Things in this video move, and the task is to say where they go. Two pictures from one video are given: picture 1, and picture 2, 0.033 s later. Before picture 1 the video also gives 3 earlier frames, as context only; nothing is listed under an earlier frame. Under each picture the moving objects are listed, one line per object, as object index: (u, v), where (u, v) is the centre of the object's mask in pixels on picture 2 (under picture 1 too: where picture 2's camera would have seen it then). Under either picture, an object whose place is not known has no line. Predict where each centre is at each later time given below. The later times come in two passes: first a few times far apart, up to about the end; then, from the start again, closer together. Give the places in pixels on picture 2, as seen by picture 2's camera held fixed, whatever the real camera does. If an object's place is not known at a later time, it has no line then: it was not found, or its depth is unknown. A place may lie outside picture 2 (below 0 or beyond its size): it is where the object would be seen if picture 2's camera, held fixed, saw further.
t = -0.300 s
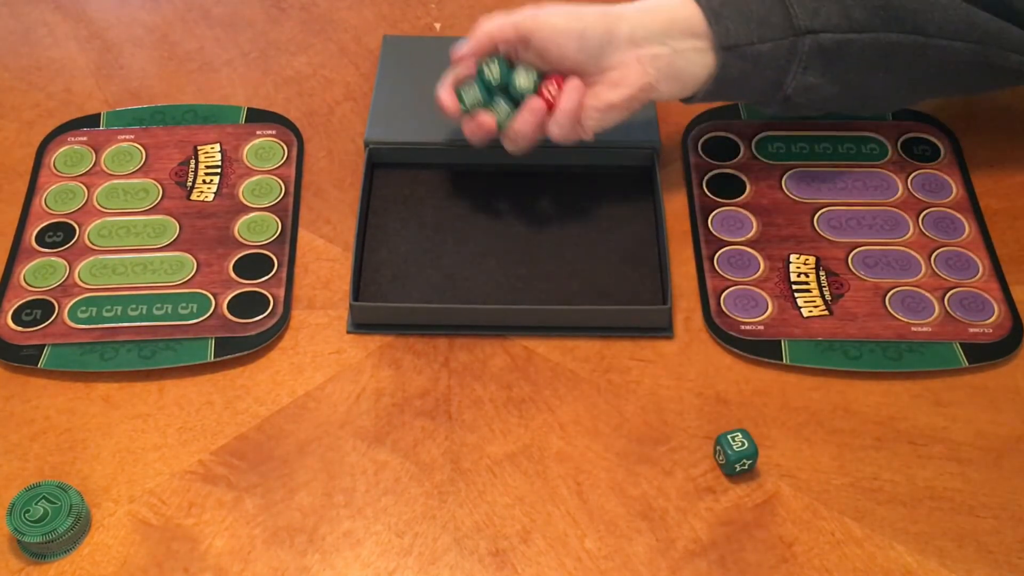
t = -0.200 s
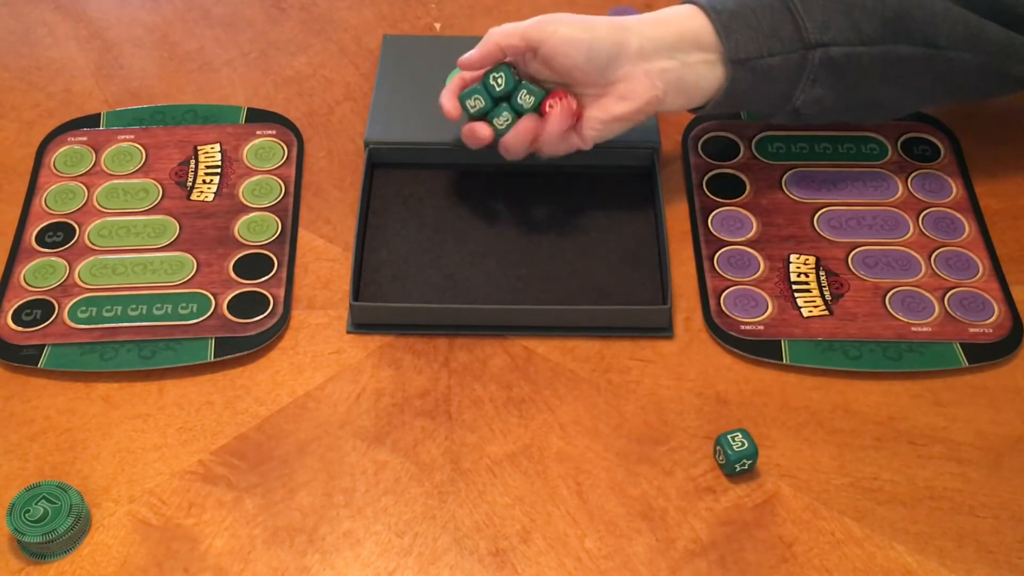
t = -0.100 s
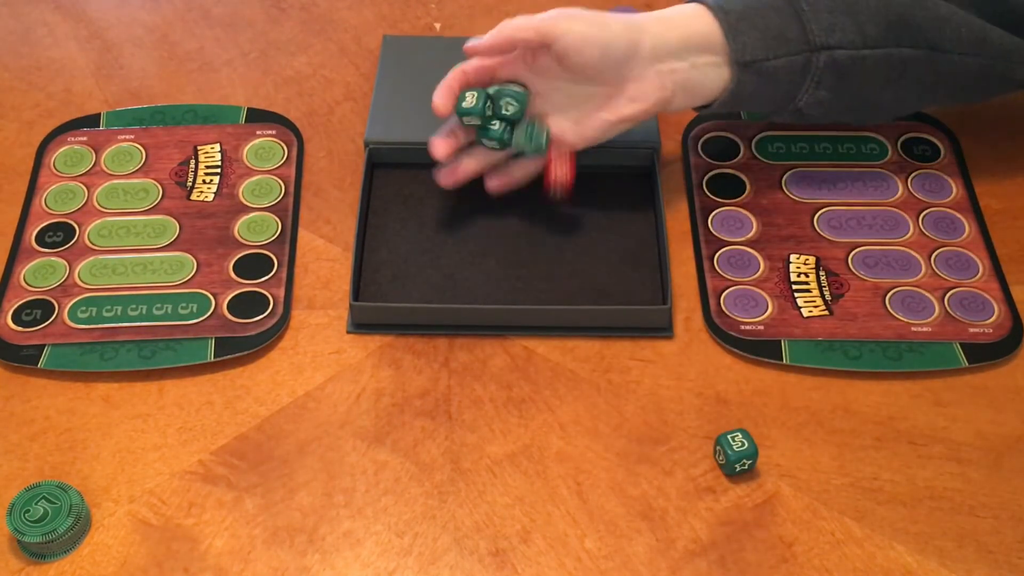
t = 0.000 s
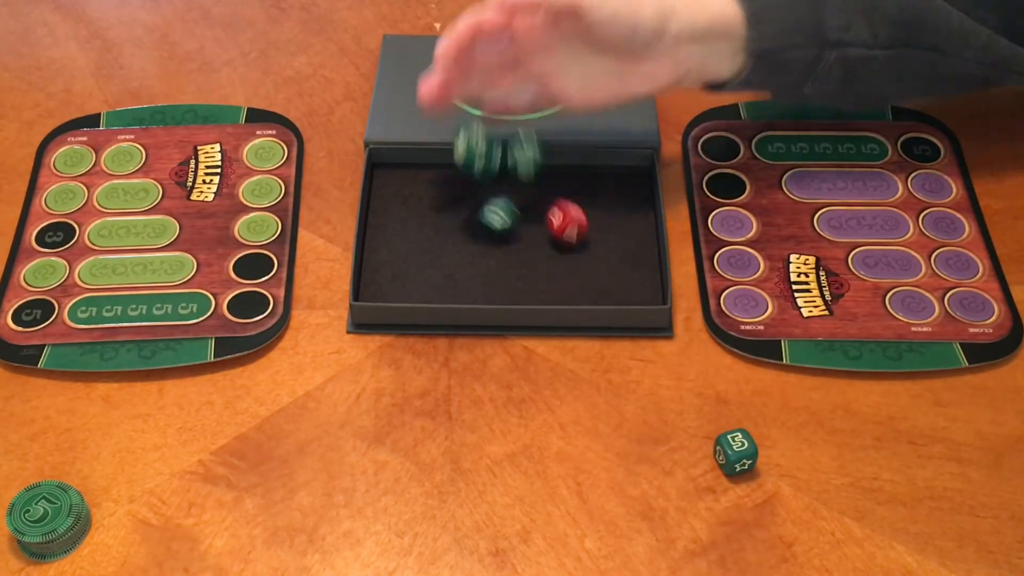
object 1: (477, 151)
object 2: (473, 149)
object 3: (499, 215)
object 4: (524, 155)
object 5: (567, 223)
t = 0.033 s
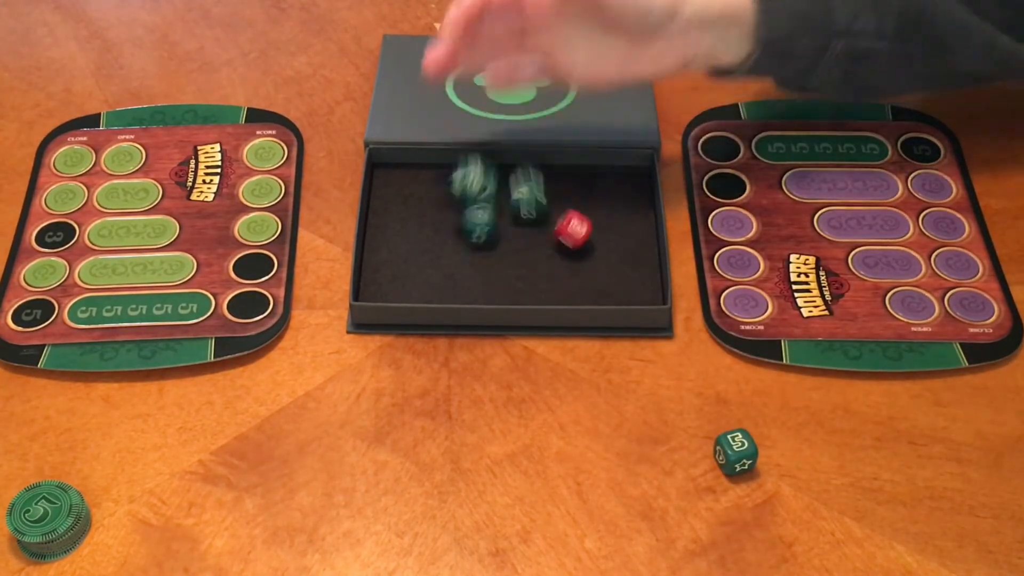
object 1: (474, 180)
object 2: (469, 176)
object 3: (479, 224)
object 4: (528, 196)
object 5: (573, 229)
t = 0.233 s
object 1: (383, 209)
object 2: (478, 168)
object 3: (504, 278)
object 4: (564, 274)
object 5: (619, 270)
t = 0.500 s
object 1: (394, 205)
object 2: (469, 173)
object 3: (503, 285)
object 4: (603, 292)
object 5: (635, 275)
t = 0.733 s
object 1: (395, 205)
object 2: (469, 172)
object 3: (503, 285)
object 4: (587, 290)
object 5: (634, 275)
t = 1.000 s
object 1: (395, 205)
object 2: (469, 172)
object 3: (503, 285)
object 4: (586, 290)
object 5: (634, 275)
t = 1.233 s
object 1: (395, 205)
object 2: (468, 172)
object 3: (503, 285)
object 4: (586, 290)
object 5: (634, 275)
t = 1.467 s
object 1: (394, 205)
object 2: (468, 172)
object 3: (503, 285)
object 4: (586, 290)
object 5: (634, 275)
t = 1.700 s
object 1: (394, 205)
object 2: (468, 172)
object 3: (503, 285)
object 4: (586, 290)
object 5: (634, 275)
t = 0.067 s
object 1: (455, 193)
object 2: (482, 183)
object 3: (479, 232)
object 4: (535, 204)
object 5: (575, 234)
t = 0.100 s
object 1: (433, 205)
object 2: (480, 181)
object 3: (491, 245)
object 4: (543, 218)
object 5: (578, 240)
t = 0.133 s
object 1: (416, 202)
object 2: (480, 187)
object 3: (503, 257)
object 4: (545, 240)
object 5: (586, 248)
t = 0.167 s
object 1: (401, 206)
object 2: (480, 176)
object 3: (510, 264)
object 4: (547, 249)
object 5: (599, 257)
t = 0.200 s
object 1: (385, 210)
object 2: (479, 172)
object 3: (508, 273)
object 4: (558, 263)
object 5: (611, 265)
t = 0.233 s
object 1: (383, 209)
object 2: (478, 168)
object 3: (504, 278)
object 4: (564, 274)
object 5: (619, 270)
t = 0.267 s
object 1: (389, 211)
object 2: (477, 170)
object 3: (502, 282)
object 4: (569, 281)
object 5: (625, 274)
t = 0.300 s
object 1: (392, 211)
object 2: (473, 172)
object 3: (502, 284)
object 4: (577, 286)
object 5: (630, 275)
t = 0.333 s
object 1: (395, 210)
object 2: (470, 174)
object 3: (503, 285)
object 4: (583, 288)
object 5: (633, 275)
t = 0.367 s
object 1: (397, 209)
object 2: (468, 173)
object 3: (503, 285)
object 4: (591, 291)
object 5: (634, 275)
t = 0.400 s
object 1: (398, 207)
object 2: (468, 173)
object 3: (503, 285)
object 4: (598, 293)
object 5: (634, 275)
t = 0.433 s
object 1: (397, 205)
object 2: (468, 172)
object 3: (503, 285)
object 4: (602, 293)
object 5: (634, 275)
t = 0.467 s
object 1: (395, 205)
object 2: (468, 173)
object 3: (503, 285)
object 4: (603, 292)
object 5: (635, 275)
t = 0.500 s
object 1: (394, 205)
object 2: (469, 173)
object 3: (503, 285)
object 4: (603, 292)
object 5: (635, 275)
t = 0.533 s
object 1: (395, 205)
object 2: (469, 172)
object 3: (503, 285)
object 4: (602, 293)
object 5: (635, 275)
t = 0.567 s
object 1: (394, 205)
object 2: (469, 172)
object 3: (503, 285)
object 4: (596, 292)
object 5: (634, 275)
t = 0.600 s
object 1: (395, 205)
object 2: (469, 173)
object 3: (503, 285)
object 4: (591, 291)
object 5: (634, 275)
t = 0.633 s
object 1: (395, 205)
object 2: (469, 173)
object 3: (503, 285)
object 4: (587, 290)
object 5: (634, 275)
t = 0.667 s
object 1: (395, 205)
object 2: (469, 173)
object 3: (503, 285)
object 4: (587, 290)
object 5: (634, 275)
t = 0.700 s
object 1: (395, 205)
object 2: (469, 173)
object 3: (503, 285)
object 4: (587, 290)
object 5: (634, 275)
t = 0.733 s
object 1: (395, 205)
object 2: (469, 172)
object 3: (503, 285)
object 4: (587, 290)
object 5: (634, 275)
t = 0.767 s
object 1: (395, 205)
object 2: (469, 173)
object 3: (503, 285)
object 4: (587, 290)
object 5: (634, 275)
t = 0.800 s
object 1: (395, 205)
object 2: (469, 172)
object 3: (503, 285)
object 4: (587, 290)
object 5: (634, 275)
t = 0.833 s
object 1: (395, 205)
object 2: (469, 172)
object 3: (503, 285)
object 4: (587, 290)
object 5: (634, 275)
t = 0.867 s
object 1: (395, 205)
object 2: (469, 173)
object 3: (503, 285)
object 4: (587, 290)
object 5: (634, 275)
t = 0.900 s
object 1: (395, 205)
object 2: (469, 173)
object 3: (503, 285)
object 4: (587, 290)
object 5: (634, 275)
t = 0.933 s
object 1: (395, 205)
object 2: (469, 173)
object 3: (503, 285)
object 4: (587, 290)
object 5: (634, 275)
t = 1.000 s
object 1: (395, 205)
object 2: (469, 172)
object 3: (503, 285)
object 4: (586, 290)
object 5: (634, 275)
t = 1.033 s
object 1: (395, 205)
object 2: (468, 172)
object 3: (503, 285)
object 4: (586, 290)
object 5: (634, 275)
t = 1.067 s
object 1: (395, 205)
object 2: (468, 172)
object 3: (503, 285)
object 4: (586, 290)
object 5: (634, 275)
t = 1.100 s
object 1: (395, 205)
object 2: (468, 172)
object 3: (503, 285)
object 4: (586, 290)
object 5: (634, 275)
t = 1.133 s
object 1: (395, 205)
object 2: (469, 172)
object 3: (503, 285)
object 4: (586, 290)
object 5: (634, 275)
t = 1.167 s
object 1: (395, 205)
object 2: (468, 172)
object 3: (503, 285)
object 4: (586, 290)
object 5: (634, 275)
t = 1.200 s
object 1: (395, 205)
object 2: (468, 172)
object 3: (503, 285)
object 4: (586, 290)
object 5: (634, 275)
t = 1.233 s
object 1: (395, 205)
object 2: (468, 172)
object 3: (503, 285)
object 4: (586, 290)
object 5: (634, 275)
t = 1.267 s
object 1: (395, 205)
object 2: (468, 172)
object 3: (503, 285)
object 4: (586, 290)
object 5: (634, 275)
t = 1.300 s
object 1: (395, 205)
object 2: (468, 172)
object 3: (503, 285)
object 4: (586, 290)
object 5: (634, 275)
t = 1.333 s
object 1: (395, 205)
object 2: (469, 172)
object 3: (503, 285)
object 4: (586, 290)
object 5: (634, 275)
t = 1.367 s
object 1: (394, 205)
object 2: (468, 172)
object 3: (503, 285)
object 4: (586, 290)
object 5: (634, 275)
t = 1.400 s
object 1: (394, 205)
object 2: (468, 172)
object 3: (503, 285)
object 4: (586, 290)
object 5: (634, 275)
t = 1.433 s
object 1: (394, 205)
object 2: (468, 172)
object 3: (503, 285)
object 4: (586, 290)
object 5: (634, 275)
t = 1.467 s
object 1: (394, 205)
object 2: (468, 172)
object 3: (503, 285)
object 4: (586, 290)
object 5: (634, 275)
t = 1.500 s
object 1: (394, 205)
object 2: (468, 172)
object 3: (503, 285)
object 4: (586, 290)
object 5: (634, 275)
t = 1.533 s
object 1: (394, 205)
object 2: (468, 172)
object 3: (503, 285)
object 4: (586, 290)
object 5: (634, 275)
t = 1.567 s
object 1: (394, 205)
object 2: (468, 172)
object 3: (502, 285)
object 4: (586, 290)
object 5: (634, 275)
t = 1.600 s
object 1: (394, 205)
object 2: (468, 172)
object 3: (503, 285)
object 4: (586, 290)
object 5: (634, 276)
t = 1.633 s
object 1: (394, 205)
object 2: (468, 172)
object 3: (503, 285)
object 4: (586, 290)
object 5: (634, 275)
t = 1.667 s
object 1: (394, 205)
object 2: (468, 172)
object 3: (503, 285)
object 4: (586, 290)
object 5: (634, 275)
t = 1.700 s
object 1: (394, 205)
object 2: (468, 172)
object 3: (503, 285)
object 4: (586, 290)
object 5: (634, 275)
